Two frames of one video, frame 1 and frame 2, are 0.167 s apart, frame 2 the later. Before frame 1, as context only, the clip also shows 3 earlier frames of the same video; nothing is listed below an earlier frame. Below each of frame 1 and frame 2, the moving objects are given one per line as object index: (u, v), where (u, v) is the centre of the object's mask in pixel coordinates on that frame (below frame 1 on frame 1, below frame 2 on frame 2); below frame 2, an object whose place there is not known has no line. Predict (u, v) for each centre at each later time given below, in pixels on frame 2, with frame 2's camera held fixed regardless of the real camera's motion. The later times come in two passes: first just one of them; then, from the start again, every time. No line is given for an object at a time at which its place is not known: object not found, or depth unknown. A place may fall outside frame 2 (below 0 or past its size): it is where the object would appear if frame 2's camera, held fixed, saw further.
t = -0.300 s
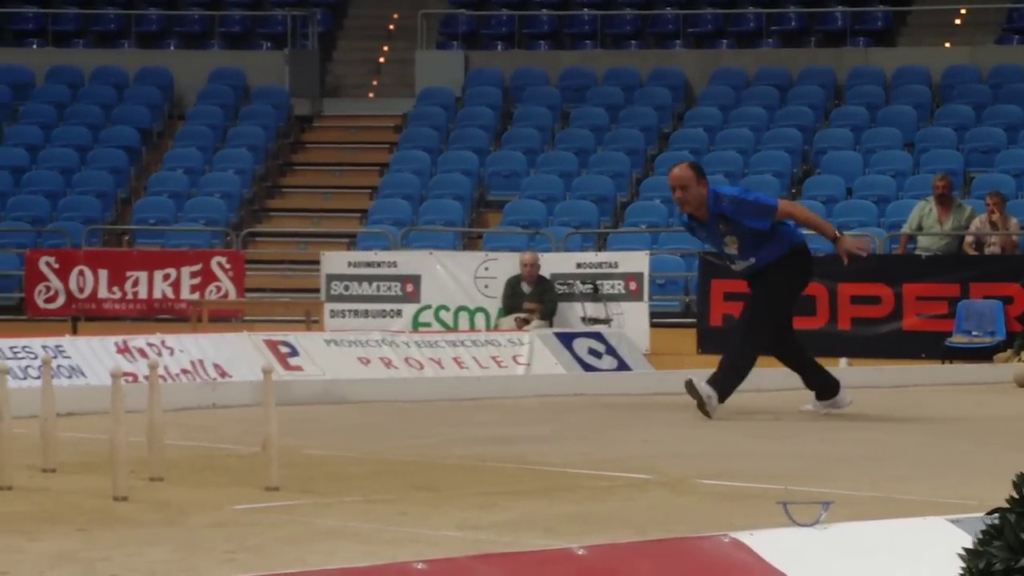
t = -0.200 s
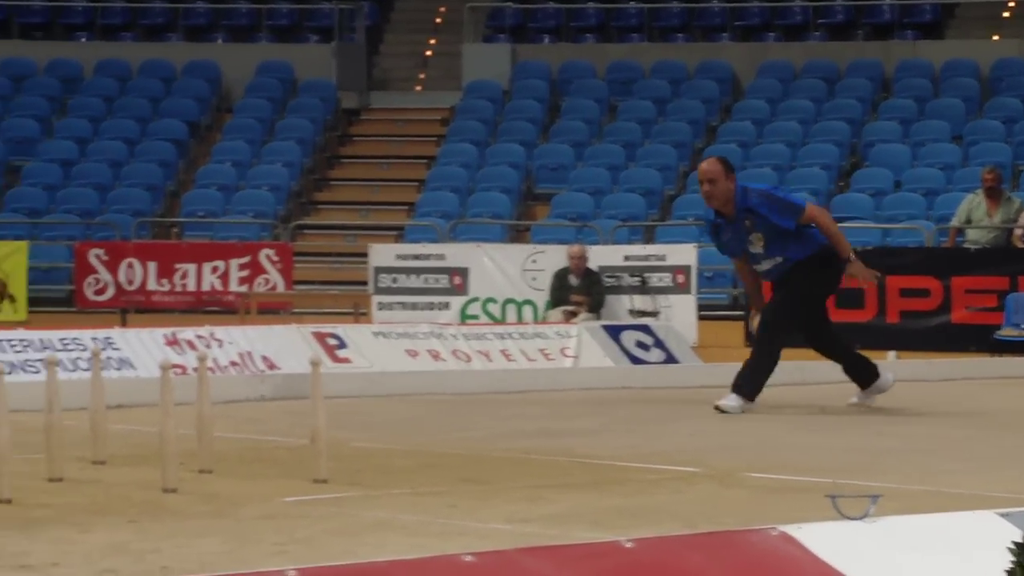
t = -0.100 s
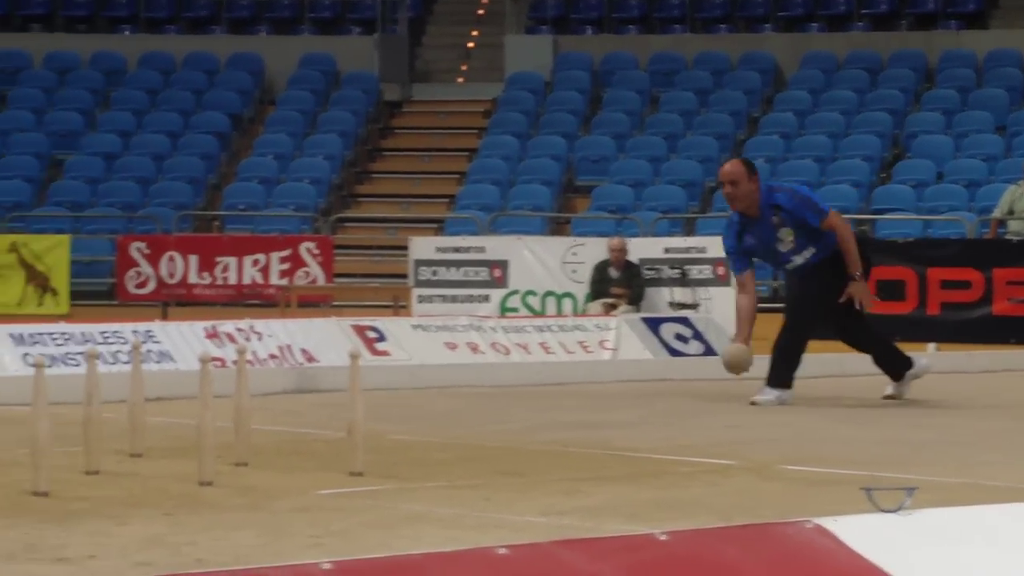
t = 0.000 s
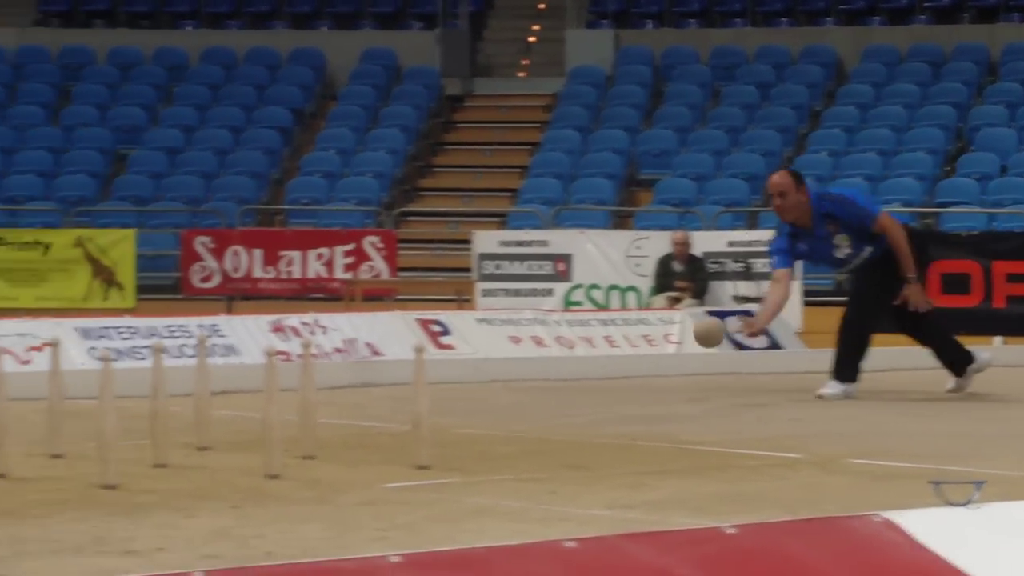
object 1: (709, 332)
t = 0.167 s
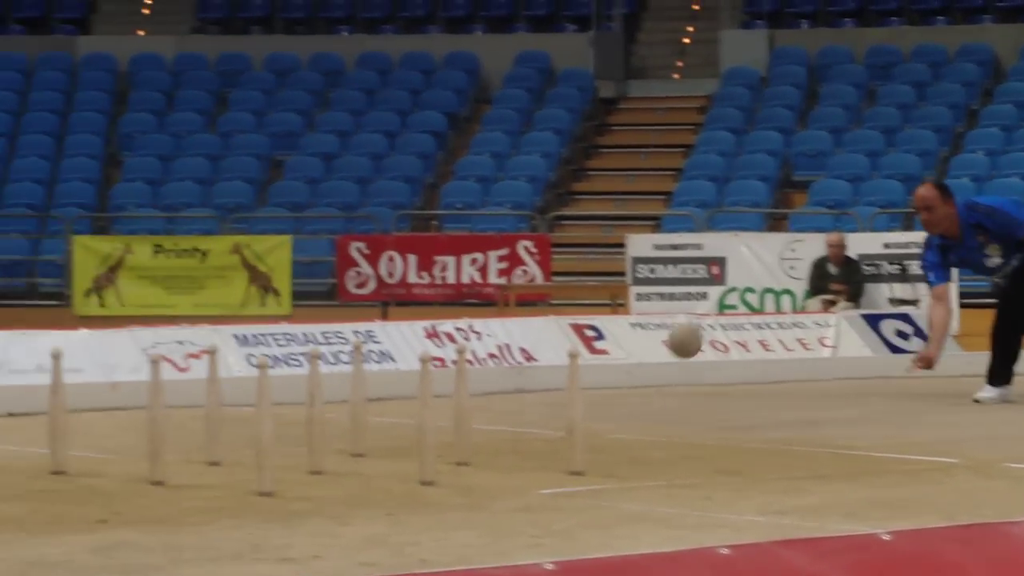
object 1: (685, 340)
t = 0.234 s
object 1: (605, 362)
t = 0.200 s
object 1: (645, 350)
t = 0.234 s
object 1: (605, 362)
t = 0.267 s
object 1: (558, 376)
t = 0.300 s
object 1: (518, 396)
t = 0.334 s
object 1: (481, 416)
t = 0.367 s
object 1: (443, 428)
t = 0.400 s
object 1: (396, 422)
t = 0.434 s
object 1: (346, 420)
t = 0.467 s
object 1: (334, 411)
